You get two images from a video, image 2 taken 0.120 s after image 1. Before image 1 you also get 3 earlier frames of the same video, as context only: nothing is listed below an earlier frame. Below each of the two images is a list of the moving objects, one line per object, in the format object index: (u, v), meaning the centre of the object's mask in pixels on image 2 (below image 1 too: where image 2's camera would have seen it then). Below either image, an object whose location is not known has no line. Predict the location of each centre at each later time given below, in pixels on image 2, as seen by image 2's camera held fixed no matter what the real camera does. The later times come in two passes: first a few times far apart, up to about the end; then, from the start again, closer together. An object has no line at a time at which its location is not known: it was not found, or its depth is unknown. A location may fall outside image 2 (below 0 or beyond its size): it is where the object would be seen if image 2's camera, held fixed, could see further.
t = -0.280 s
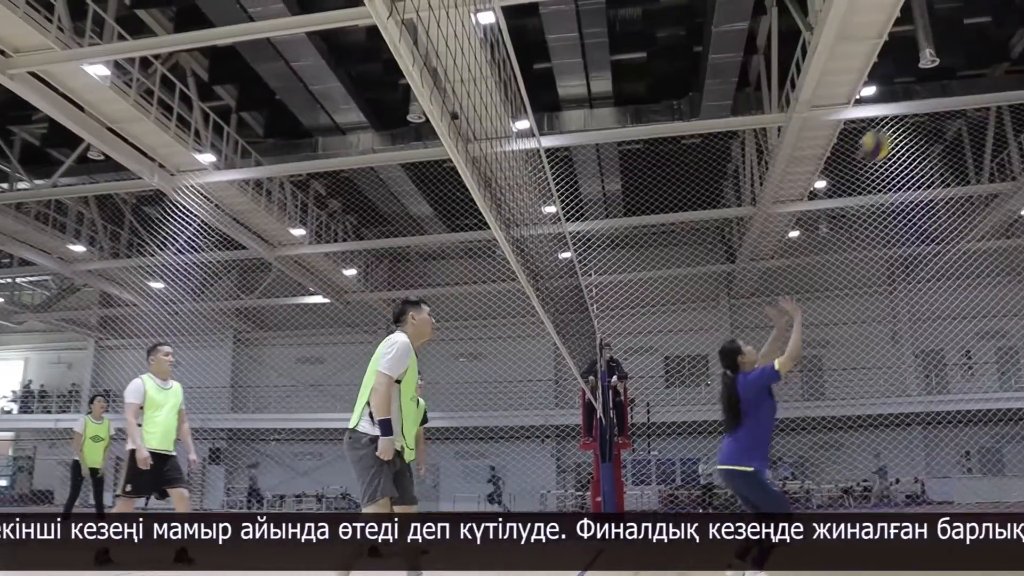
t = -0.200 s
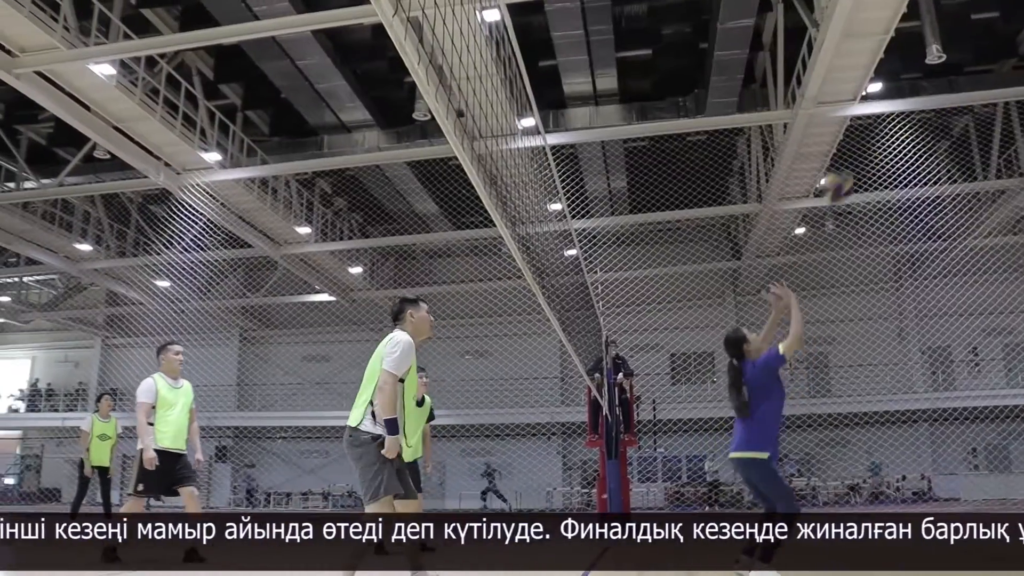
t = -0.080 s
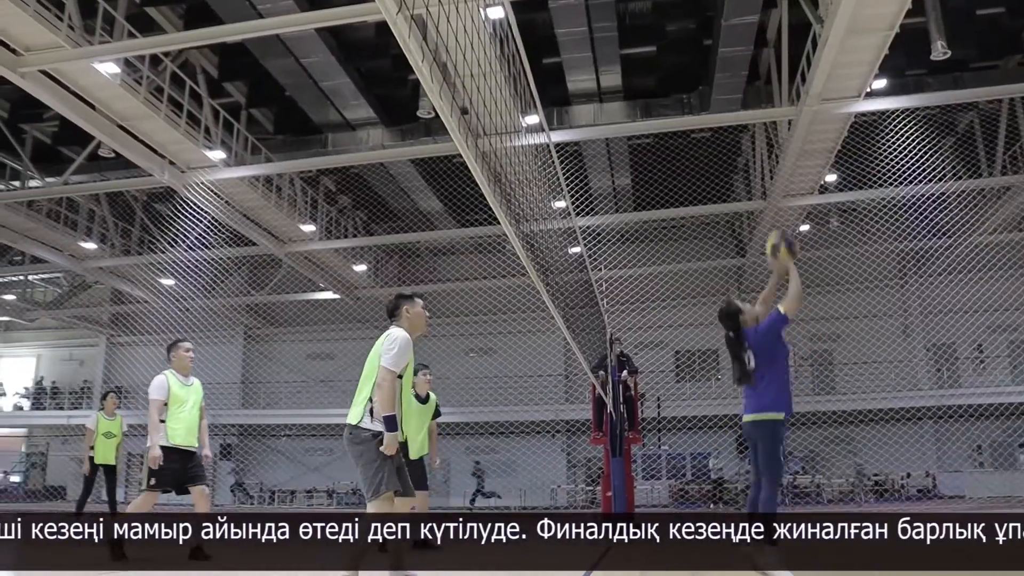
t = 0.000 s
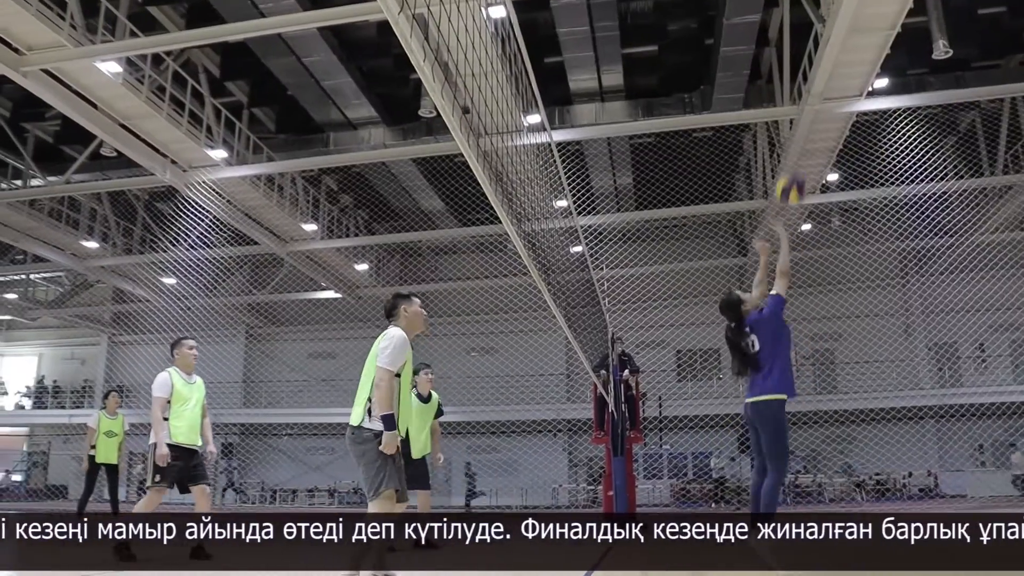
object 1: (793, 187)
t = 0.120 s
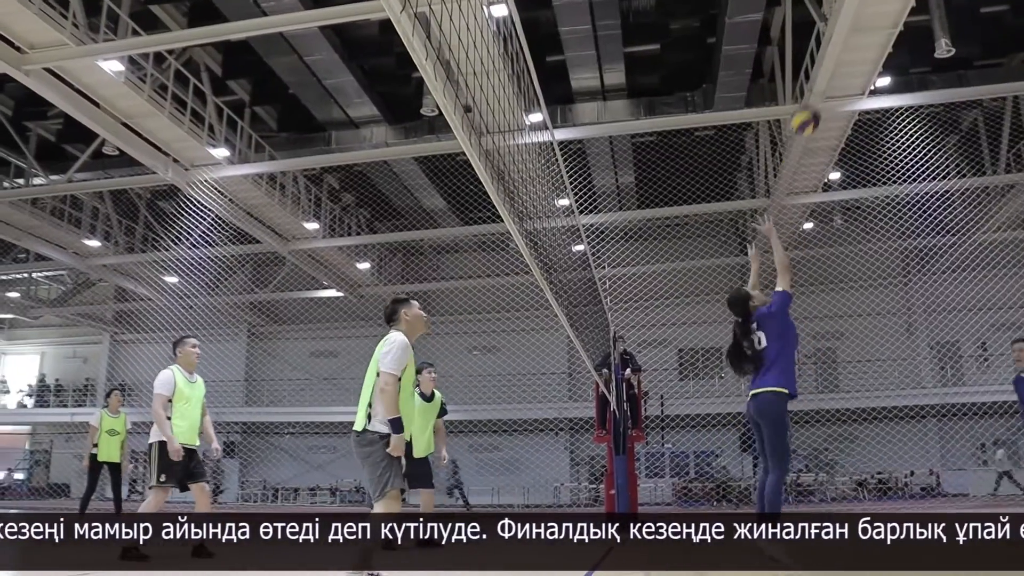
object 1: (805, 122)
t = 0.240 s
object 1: (817, 75)
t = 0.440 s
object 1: (843, 46)
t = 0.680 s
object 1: (878, 71)
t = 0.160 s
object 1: (810, 103)
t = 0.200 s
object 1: (812, 88)
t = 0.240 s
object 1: (817, 75)
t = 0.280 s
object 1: (822, 65)
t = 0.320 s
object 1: (827, 57)
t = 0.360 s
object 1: (832, 51)
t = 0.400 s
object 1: (837, 48)
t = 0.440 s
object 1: (843, 46)
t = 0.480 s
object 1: (848, 46)
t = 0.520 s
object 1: (853, 47)
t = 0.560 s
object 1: (859, 51)
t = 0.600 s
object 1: (866, 56)
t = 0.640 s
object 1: (871, 64)
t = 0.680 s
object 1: (878, 71)
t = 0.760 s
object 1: (893, 94)
